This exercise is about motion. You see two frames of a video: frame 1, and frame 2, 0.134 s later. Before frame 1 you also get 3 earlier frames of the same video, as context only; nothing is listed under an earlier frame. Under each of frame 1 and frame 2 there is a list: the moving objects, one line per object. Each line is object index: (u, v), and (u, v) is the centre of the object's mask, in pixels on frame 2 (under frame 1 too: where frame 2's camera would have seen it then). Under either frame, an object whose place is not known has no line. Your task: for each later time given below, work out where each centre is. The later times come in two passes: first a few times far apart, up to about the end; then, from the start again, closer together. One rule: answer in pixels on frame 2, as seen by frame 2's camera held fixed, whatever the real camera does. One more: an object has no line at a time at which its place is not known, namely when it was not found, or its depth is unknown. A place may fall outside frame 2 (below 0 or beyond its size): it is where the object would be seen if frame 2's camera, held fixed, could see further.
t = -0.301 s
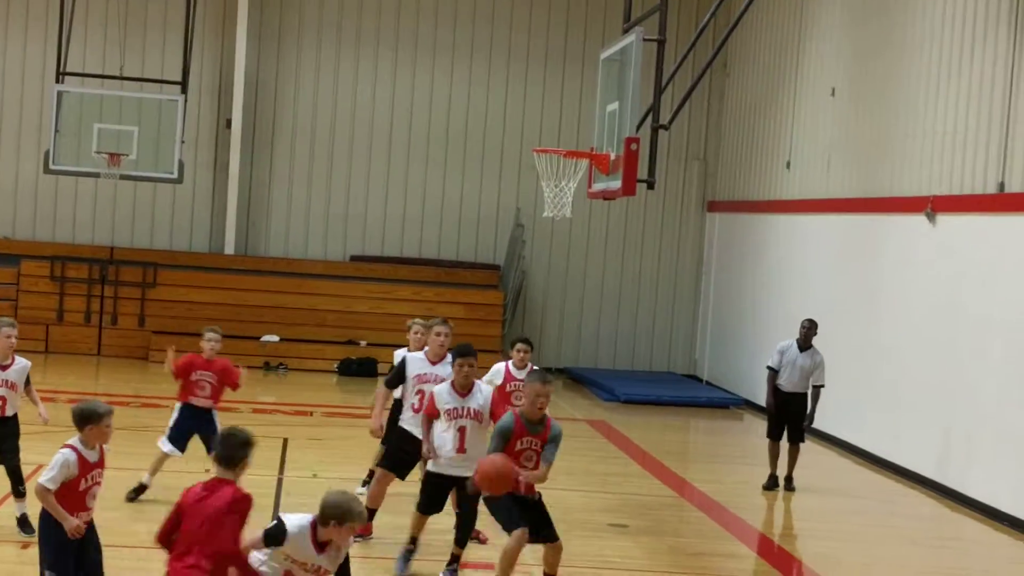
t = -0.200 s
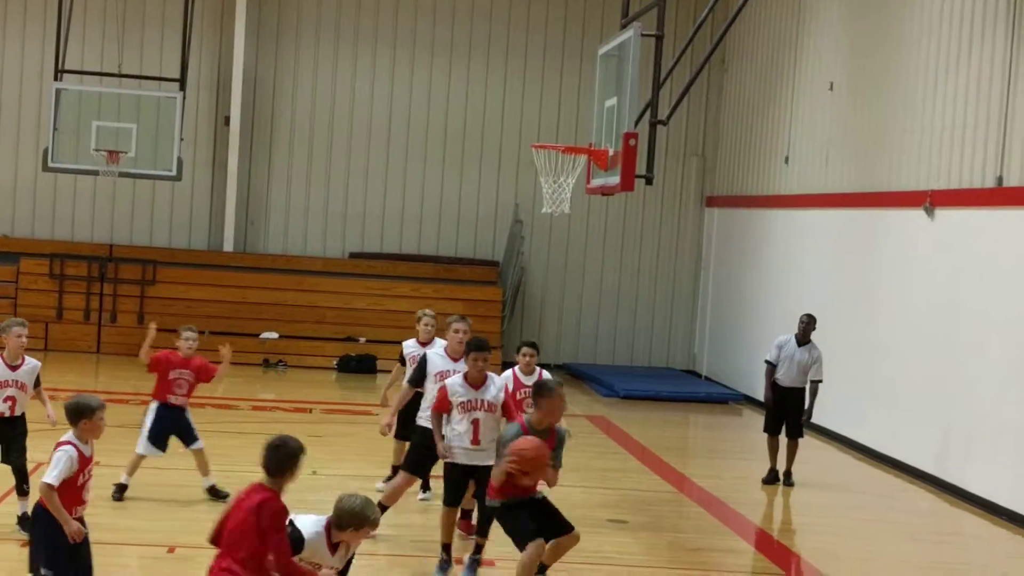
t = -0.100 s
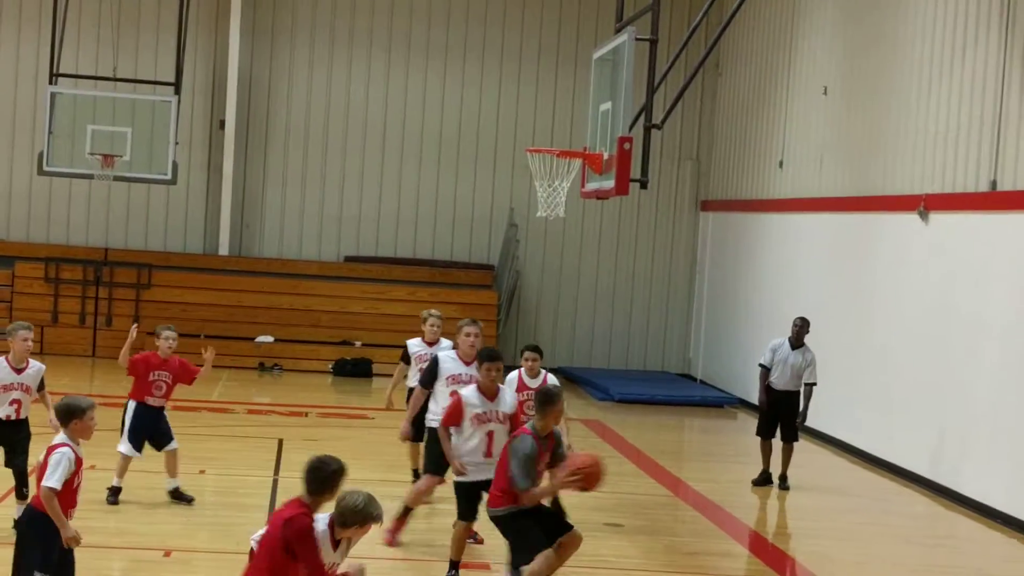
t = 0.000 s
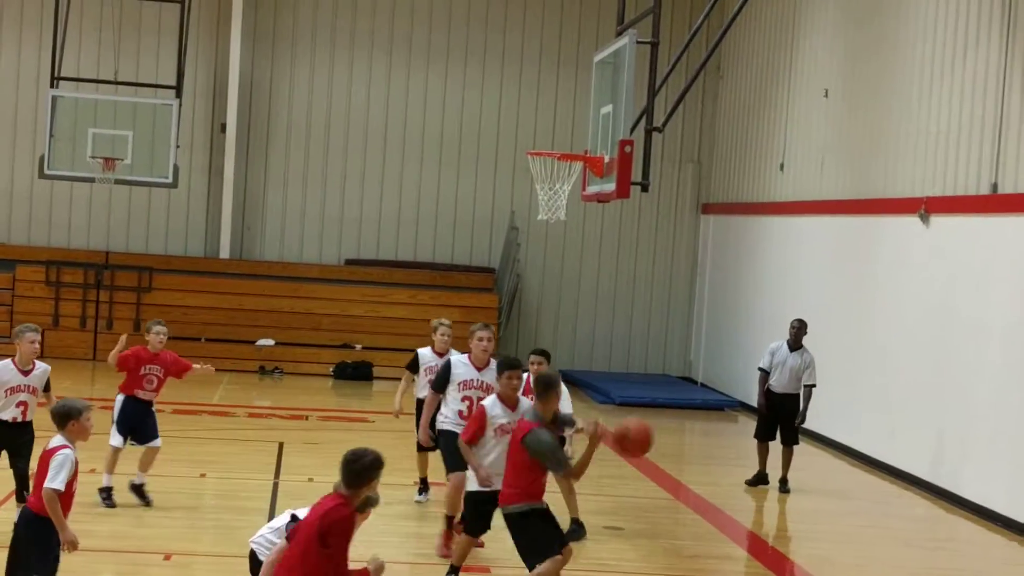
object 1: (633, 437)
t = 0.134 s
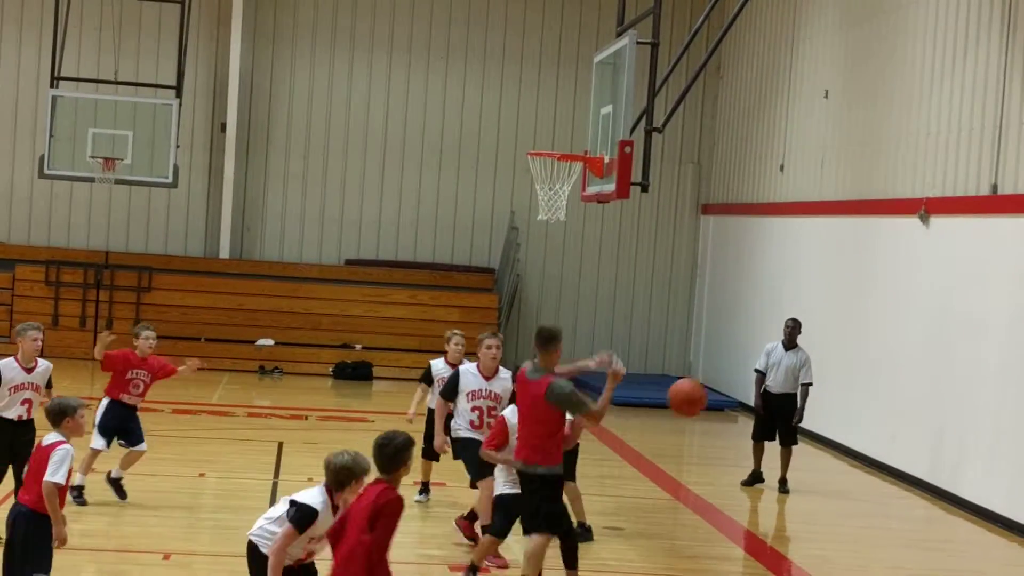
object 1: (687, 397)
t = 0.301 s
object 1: (747, 389)
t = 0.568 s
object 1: (825, 456)
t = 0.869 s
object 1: (891, 517)
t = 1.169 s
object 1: (942, 435)
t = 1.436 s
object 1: (977, 458)
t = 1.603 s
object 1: (990, 511)
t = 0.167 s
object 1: (700, 392)
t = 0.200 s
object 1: (712, 390)
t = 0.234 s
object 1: (724, 387)
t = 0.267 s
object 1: (736, 387)
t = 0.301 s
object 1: (747, 389)
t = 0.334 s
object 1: (759, 394)
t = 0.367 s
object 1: (769, 398)
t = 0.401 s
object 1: (779, 404)
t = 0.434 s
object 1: (788, 411)
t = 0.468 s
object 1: (798, 420)
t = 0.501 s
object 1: (807, 431)
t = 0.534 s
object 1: (817, 443)
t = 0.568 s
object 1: (825, 456)
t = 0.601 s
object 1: (833, 471)
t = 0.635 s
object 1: (842, 488)
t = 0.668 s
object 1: (850, 505)
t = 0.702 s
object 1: (858, 523)
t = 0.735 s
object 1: (865, 543)
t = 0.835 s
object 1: (884, 534)
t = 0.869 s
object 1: (891, 517)
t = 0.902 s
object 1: (899, 502)
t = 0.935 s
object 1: (906, 489)
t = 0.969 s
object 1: (911, 477)
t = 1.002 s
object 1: (916, 466)
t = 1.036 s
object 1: (922, 456)
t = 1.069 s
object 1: (927, 449)
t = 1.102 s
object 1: (933, 443)
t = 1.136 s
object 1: (938, 439)
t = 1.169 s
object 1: (942, 435)
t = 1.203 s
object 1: (947, 433)
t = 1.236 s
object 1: (952, 433)
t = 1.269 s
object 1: (957, 434)
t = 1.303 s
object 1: (962, 437)
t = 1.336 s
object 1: (966, 440)
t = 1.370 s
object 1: (969, 445)
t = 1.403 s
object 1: (973, 451)
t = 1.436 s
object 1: (977, 458)
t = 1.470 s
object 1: (981, 467)
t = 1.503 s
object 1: (985, 476)
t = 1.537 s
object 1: (988, 487)
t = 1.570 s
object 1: (990, 498)
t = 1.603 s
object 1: (990, 511)
